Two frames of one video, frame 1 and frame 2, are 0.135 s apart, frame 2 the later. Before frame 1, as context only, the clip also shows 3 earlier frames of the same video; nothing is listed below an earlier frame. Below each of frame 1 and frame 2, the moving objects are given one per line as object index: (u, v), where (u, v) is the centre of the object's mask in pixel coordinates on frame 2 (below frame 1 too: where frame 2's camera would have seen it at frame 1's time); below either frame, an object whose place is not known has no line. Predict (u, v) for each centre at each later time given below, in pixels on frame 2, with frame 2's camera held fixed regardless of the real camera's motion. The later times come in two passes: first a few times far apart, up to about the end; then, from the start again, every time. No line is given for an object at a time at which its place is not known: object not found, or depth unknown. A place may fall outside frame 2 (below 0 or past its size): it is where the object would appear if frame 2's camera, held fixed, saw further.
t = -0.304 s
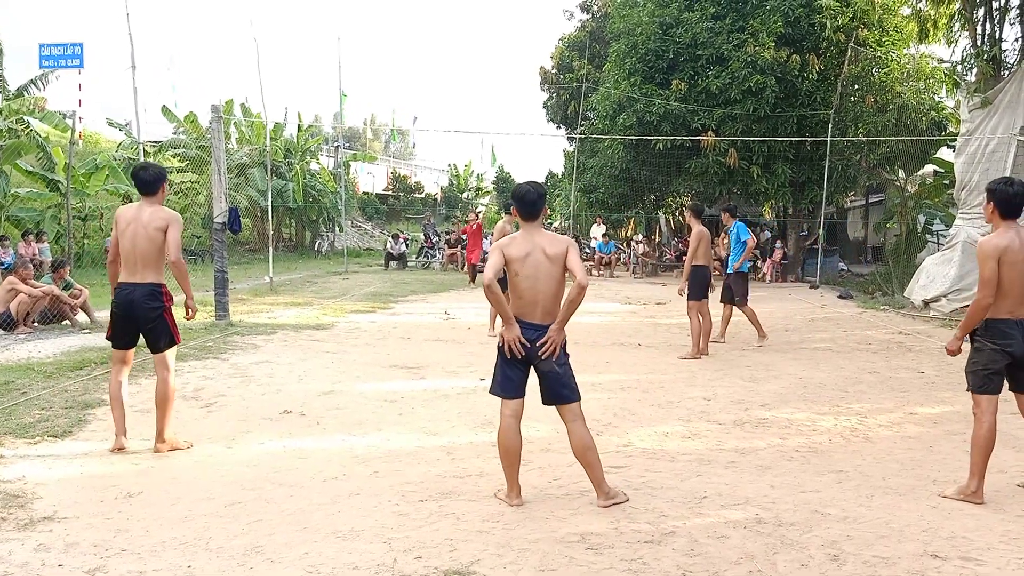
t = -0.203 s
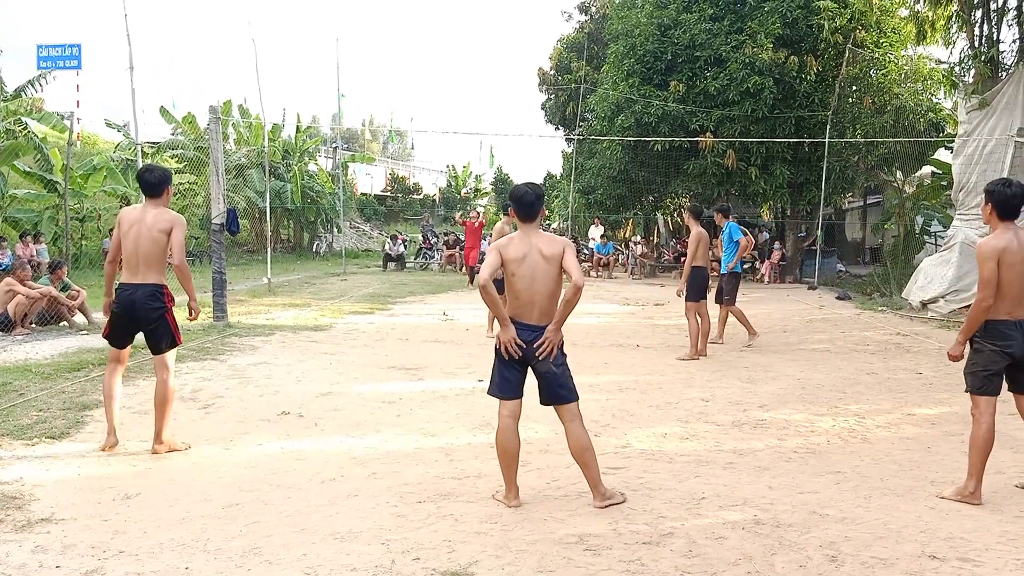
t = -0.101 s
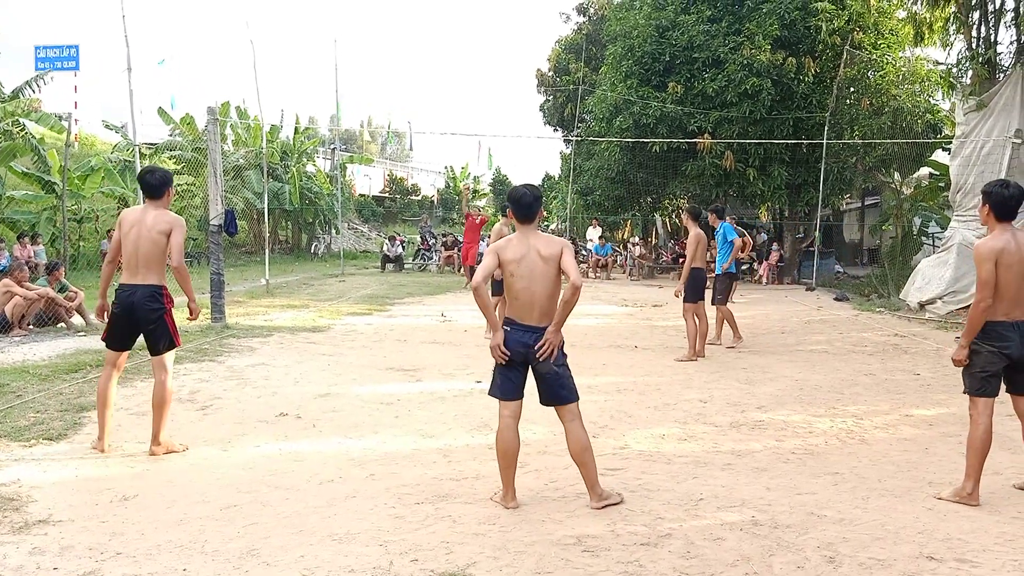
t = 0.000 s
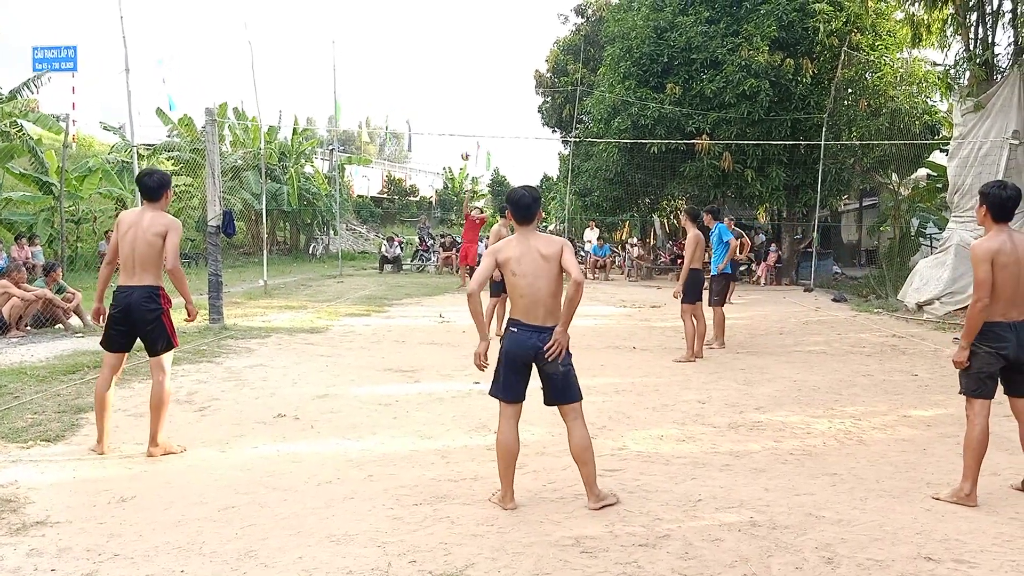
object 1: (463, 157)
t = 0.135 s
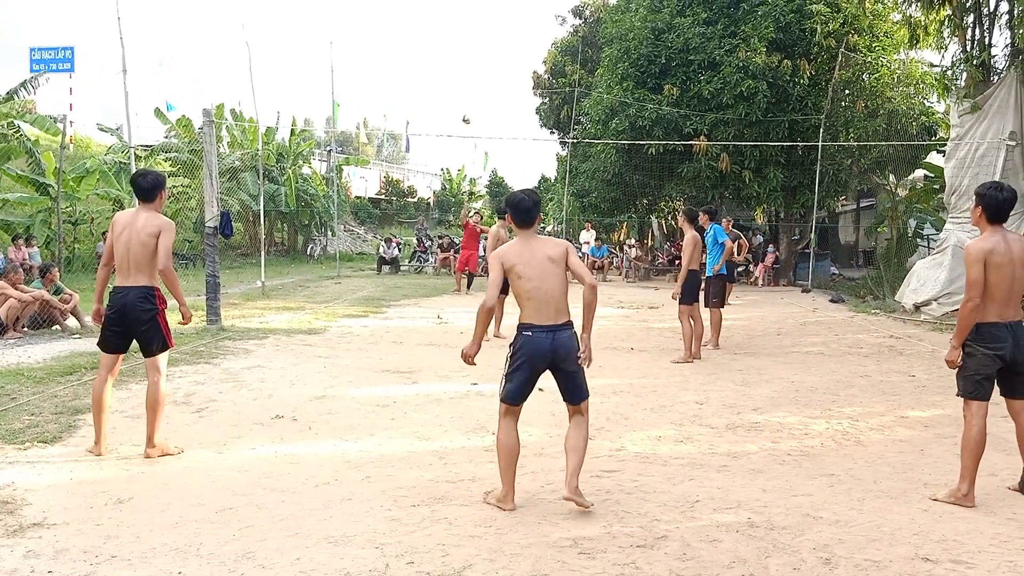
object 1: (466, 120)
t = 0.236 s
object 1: (469, 95)
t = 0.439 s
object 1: (475, 53)
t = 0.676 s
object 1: (484, 32)
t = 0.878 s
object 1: (491, 43)
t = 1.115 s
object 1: (501, 119)
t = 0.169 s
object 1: (467, 111)
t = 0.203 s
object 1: (468, 103)
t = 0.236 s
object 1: (469, 95)
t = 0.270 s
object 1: (470, 87)
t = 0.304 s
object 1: (471, 80)
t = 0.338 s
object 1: (473, 73)
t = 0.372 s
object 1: (473, 65)
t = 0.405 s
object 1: (474, 59)
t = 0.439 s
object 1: (475, 53)
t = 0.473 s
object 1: (476, 48)
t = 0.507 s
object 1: (477, 44)
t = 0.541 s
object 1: (478, 40)
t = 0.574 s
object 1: (479, 37)
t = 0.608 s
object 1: (481, 34)
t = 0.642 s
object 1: (482, 33)
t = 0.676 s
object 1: (484, 32)
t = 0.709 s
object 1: (485, 32)
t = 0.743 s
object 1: (487, 32)
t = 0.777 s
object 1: (488, 33)
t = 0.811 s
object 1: (490, 35)
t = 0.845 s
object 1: (490, 39)
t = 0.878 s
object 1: (491, 43)
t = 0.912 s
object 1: (492, 49)
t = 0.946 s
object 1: (494, 57)
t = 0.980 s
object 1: (495, 66)
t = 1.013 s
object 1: (497, 76)
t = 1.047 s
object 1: (498, 88)
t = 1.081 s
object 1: (500, 103)
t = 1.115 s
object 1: (501, 119)
